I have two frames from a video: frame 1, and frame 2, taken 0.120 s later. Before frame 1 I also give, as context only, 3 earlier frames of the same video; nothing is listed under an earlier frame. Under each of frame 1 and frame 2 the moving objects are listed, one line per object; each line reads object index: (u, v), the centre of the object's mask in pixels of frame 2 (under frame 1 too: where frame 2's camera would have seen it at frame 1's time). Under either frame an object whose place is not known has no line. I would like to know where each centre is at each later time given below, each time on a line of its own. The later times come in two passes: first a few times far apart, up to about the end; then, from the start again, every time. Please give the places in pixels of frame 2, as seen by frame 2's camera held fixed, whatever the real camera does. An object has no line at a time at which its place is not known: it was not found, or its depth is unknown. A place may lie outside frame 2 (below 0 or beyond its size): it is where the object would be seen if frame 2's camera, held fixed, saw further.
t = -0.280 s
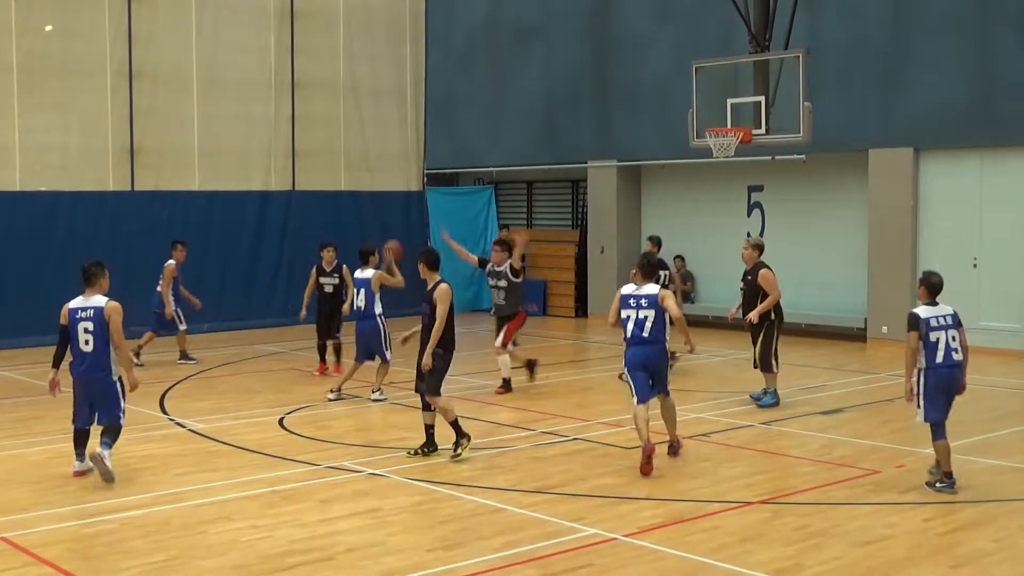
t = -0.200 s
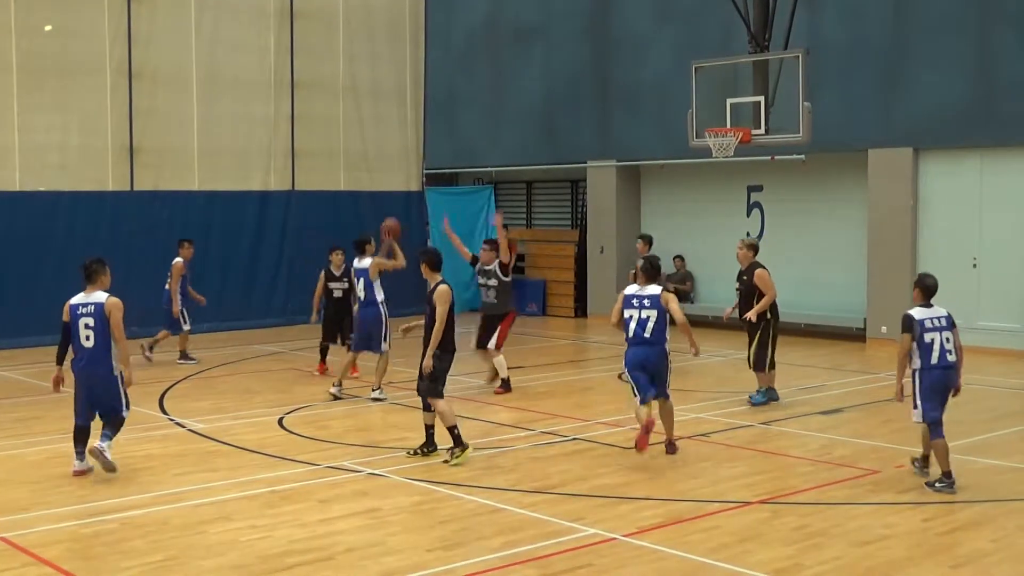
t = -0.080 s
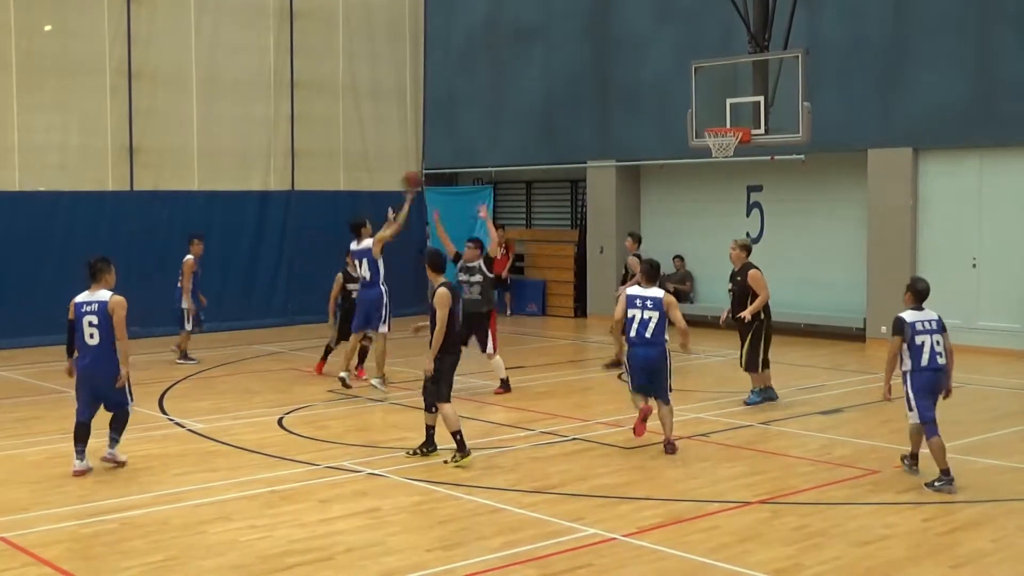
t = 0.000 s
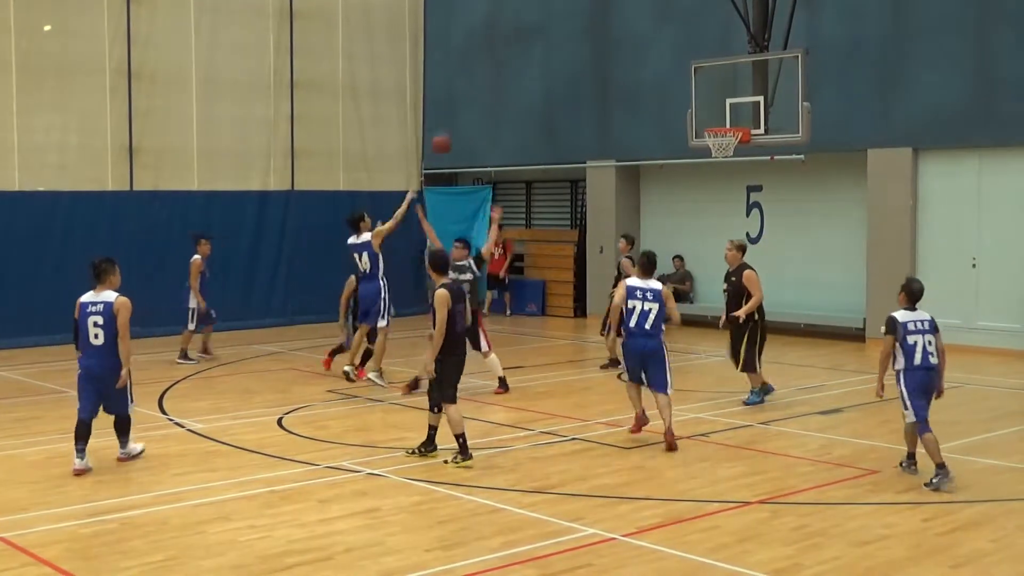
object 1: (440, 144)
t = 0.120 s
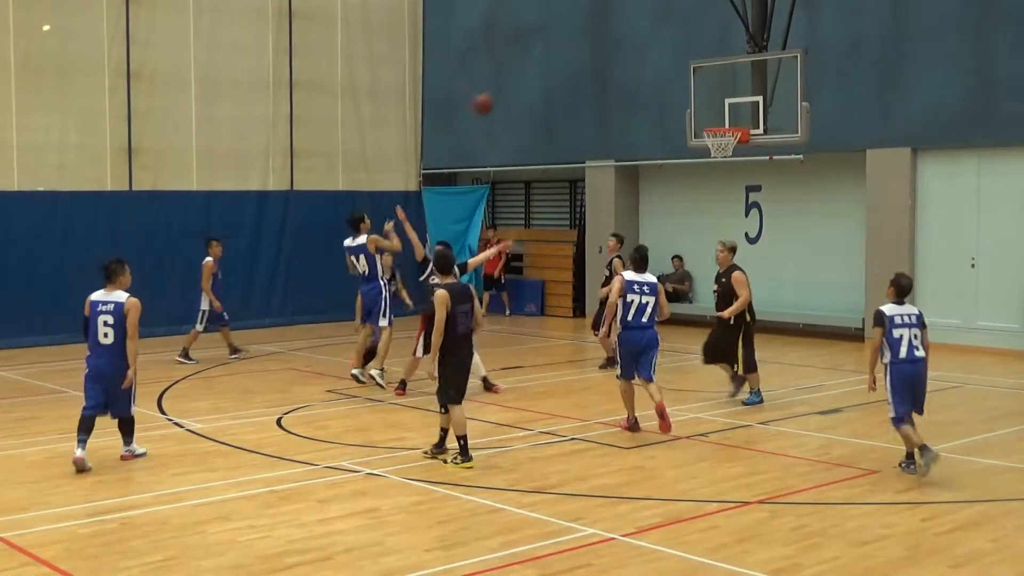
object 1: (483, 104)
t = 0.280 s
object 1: (538, 71)
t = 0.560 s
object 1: (627, 64)
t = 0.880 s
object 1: (715, 115)
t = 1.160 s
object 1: (709, 82)
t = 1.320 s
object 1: (695, 90)
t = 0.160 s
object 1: (496, 94)
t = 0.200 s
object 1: (510, 85)
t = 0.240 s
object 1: (523, 78)
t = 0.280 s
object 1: (538, 71)
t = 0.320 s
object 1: (551, 66)
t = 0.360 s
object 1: (564, 63)
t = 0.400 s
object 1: (577, 60)
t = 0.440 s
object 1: (589, 60)
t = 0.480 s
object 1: (603, 59)
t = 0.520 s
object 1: (615, 61)
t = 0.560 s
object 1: (627, 64)
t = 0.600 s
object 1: (640, 68)
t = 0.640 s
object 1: (652, 76)
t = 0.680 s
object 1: (664, 82)
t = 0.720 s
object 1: (675, 90)
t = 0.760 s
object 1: (690, 98)
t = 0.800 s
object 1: (700, 110)
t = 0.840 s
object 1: (710, 120)
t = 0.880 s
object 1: (715, 115)
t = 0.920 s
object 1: (720, 106)
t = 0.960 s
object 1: (723, 100)
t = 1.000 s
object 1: (720, 94)
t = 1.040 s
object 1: (718, 89)
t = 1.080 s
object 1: (714, 85)
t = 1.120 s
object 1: (711, 83)
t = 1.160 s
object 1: (709, 82)
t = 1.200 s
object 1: (706, 82)
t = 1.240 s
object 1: (702, 84)
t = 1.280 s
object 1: (699, 86)
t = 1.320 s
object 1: (695, 90)
